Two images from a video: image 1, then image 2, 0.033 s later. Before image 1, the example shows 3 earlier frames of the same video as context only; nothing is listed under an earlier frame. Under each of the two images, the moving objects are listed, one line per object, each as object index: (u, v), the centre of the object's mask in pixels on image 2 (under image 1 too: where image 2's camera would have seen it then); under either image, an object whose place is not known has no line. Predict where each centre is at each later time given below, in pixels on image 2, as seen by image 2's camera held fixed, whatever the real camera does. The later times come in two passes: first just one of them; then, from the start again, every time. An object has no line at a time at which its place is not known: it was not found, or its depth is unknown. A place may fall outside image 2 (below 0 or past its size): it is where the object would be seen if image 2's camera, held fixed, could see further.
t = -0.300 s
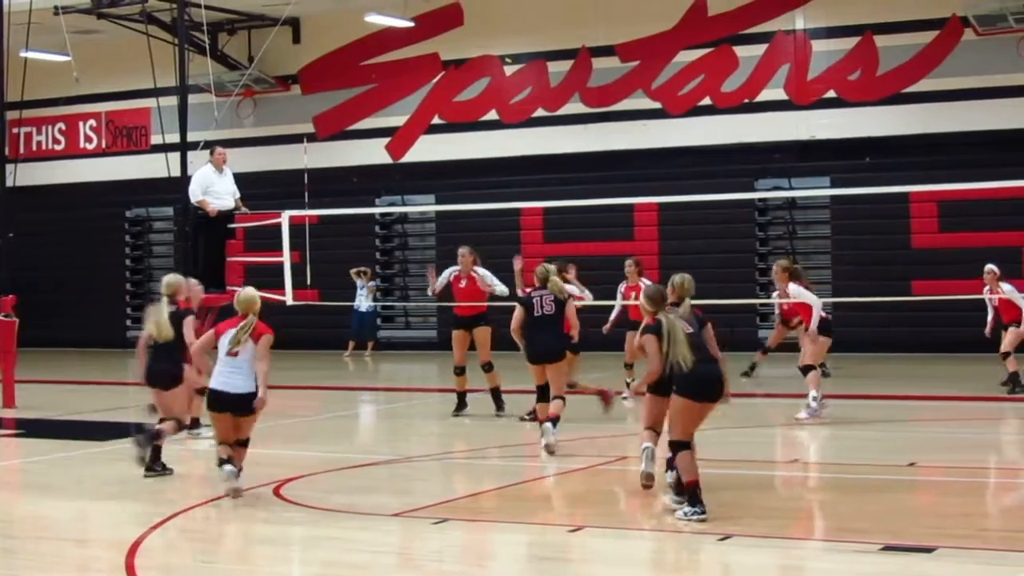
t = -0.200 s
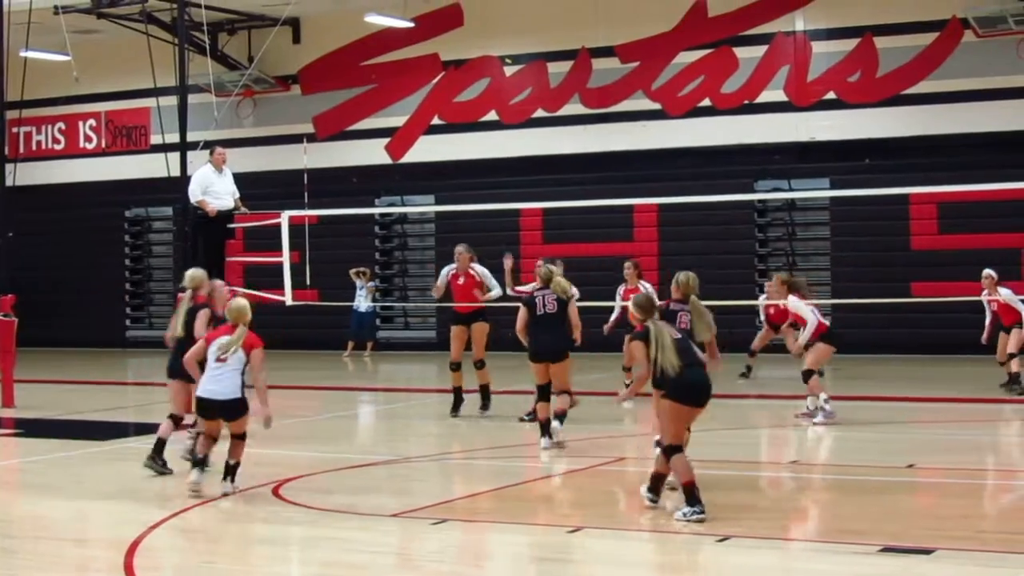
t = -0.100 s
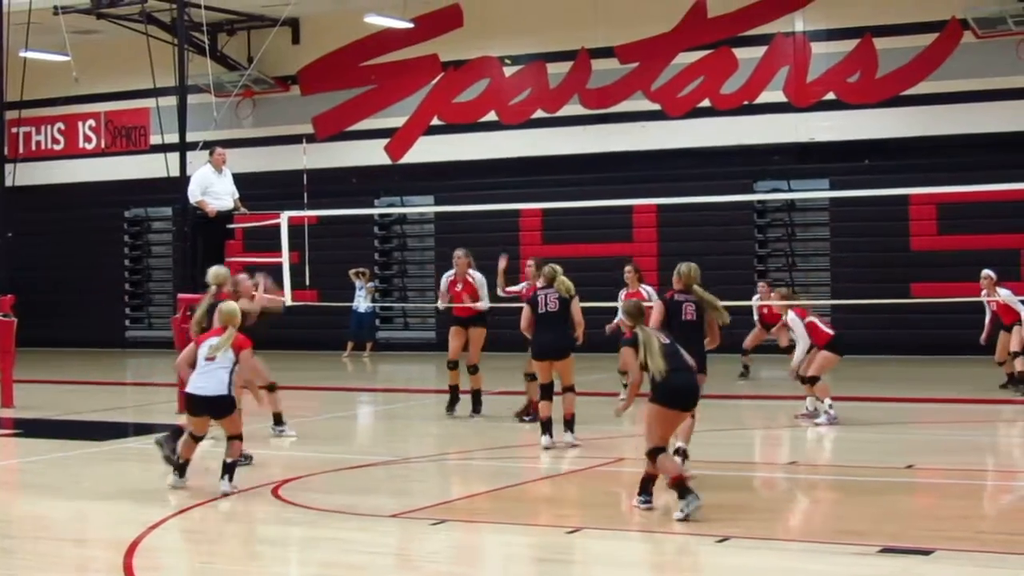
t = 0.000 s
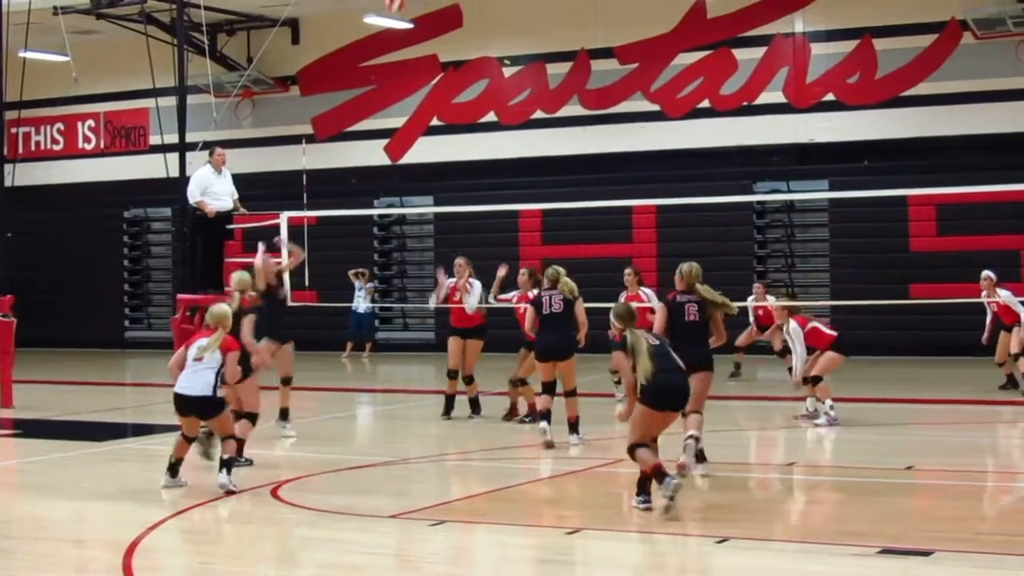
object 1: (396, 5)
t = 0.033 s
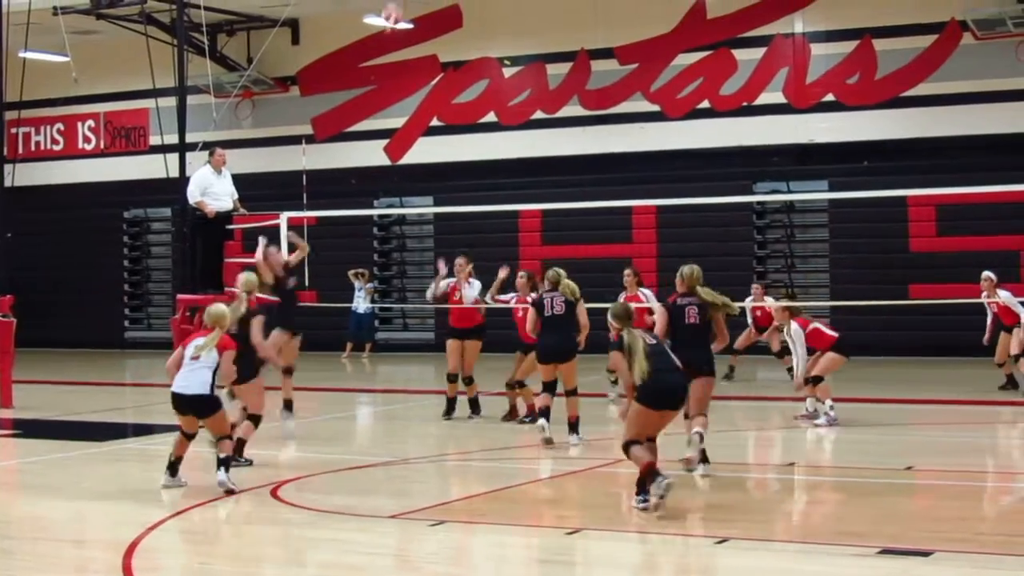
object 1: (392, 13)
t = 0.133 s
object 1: (377, 78)
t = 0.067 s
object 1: (387, 40)
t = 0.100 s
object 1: (381, 58)
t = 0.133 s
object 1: (377, 78)
